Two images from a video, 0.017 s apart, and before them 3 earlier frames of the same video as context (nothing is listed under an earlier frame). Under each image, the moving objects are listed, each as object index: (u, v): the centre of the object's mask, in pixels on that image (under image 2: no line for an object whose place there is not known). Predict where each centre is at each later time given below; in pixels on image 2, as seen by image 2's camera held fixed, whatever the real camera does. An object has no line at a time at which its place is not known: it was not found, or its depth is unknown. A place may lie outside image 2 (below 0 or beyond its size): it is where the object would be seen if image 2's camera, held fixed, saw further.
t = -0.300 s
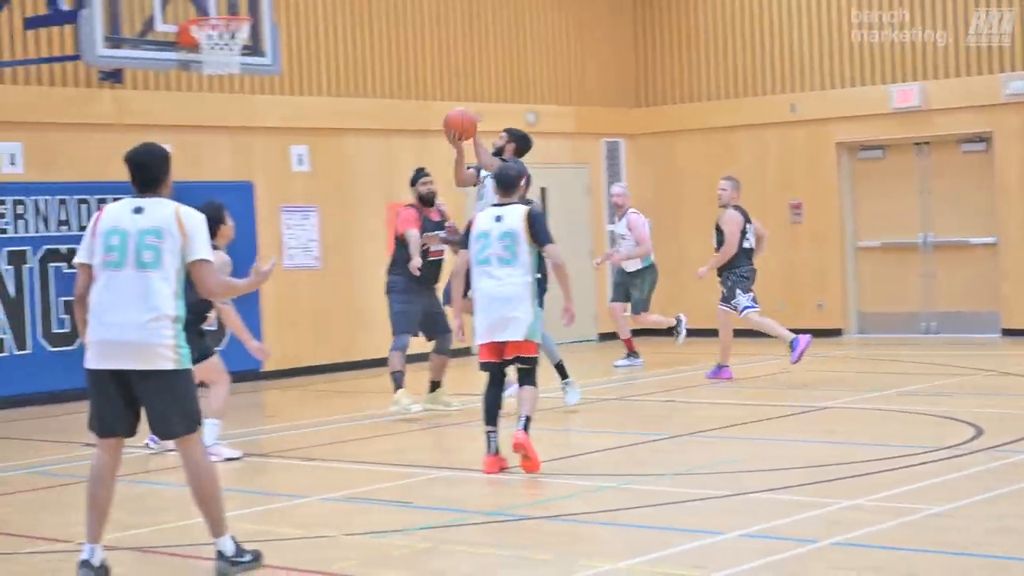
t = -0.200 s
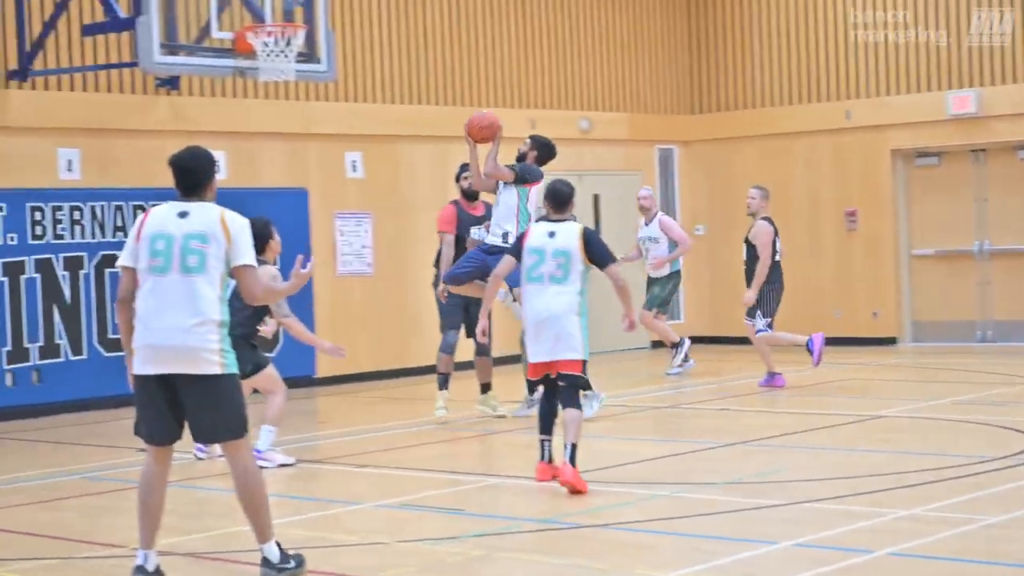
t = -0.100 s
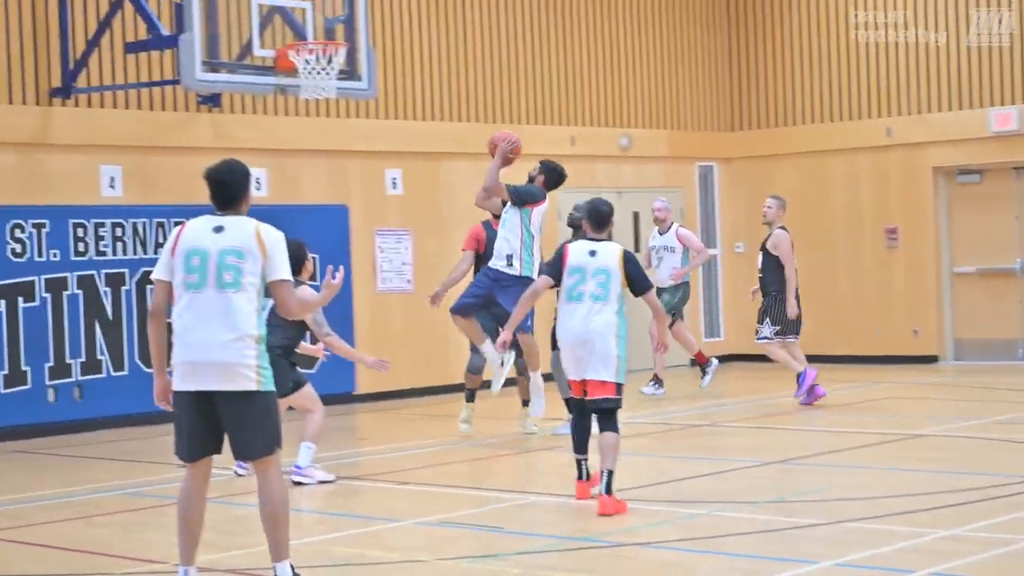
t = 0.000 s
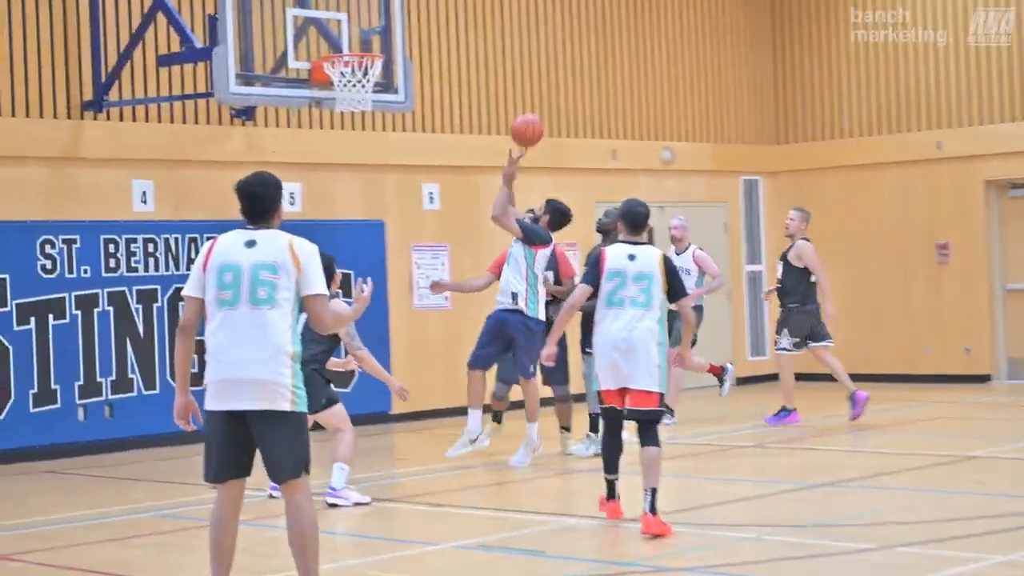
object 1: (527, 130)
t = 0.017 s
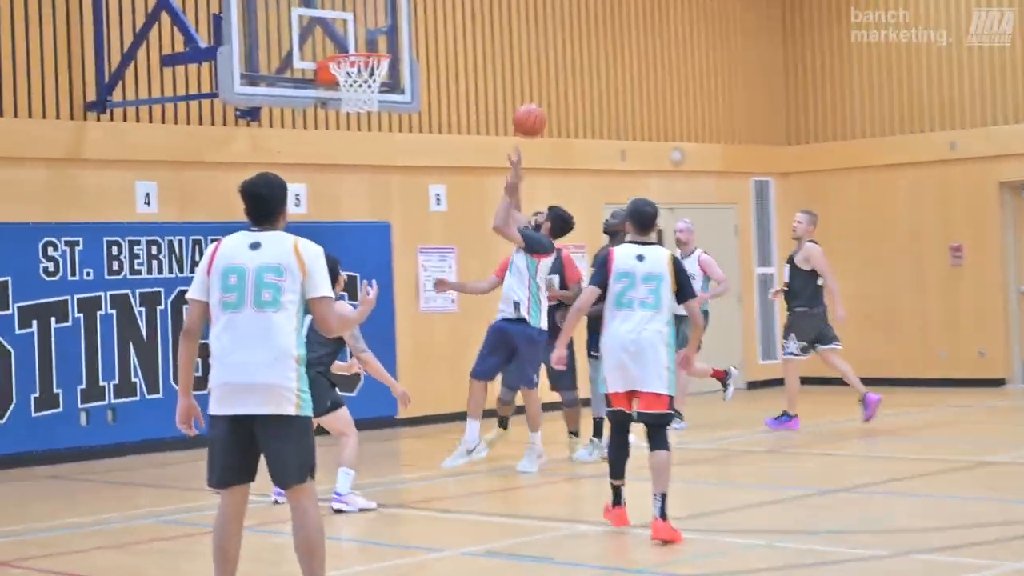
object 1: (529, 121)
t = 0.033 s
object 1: (524, 111)
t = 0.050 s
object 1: (519, 101)
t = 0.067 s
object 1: (514, 92)
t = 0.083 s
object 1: (509, 82)
